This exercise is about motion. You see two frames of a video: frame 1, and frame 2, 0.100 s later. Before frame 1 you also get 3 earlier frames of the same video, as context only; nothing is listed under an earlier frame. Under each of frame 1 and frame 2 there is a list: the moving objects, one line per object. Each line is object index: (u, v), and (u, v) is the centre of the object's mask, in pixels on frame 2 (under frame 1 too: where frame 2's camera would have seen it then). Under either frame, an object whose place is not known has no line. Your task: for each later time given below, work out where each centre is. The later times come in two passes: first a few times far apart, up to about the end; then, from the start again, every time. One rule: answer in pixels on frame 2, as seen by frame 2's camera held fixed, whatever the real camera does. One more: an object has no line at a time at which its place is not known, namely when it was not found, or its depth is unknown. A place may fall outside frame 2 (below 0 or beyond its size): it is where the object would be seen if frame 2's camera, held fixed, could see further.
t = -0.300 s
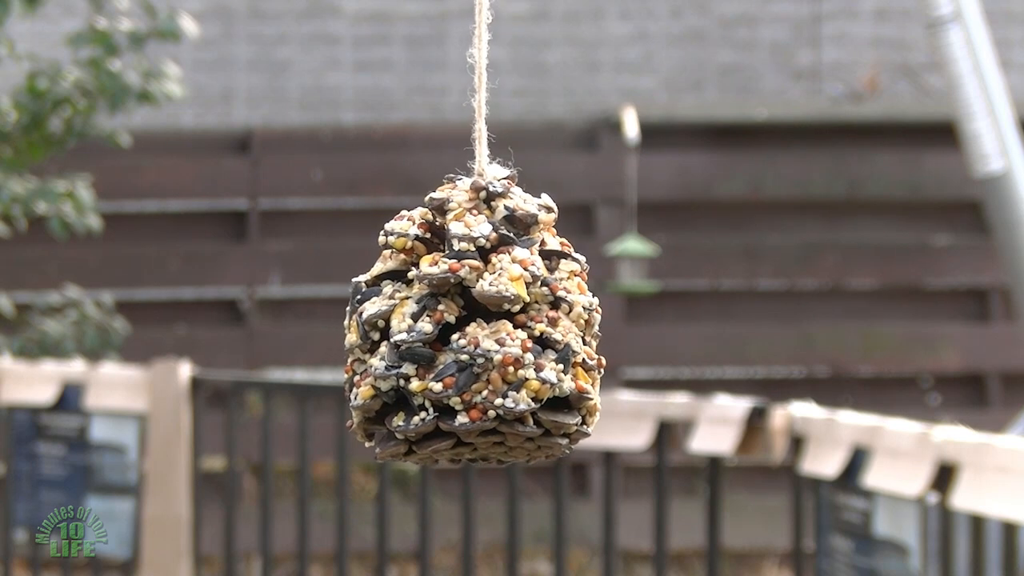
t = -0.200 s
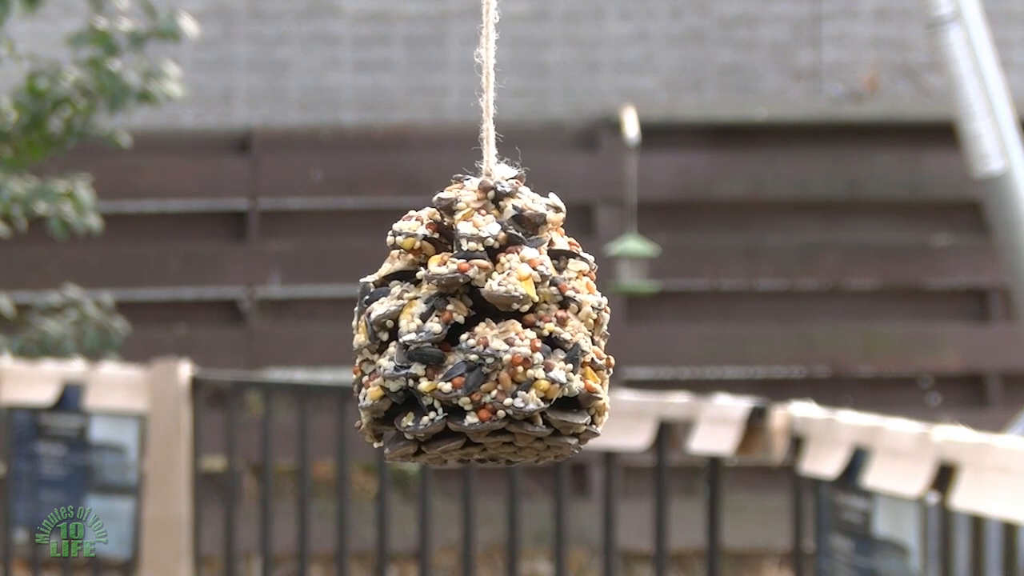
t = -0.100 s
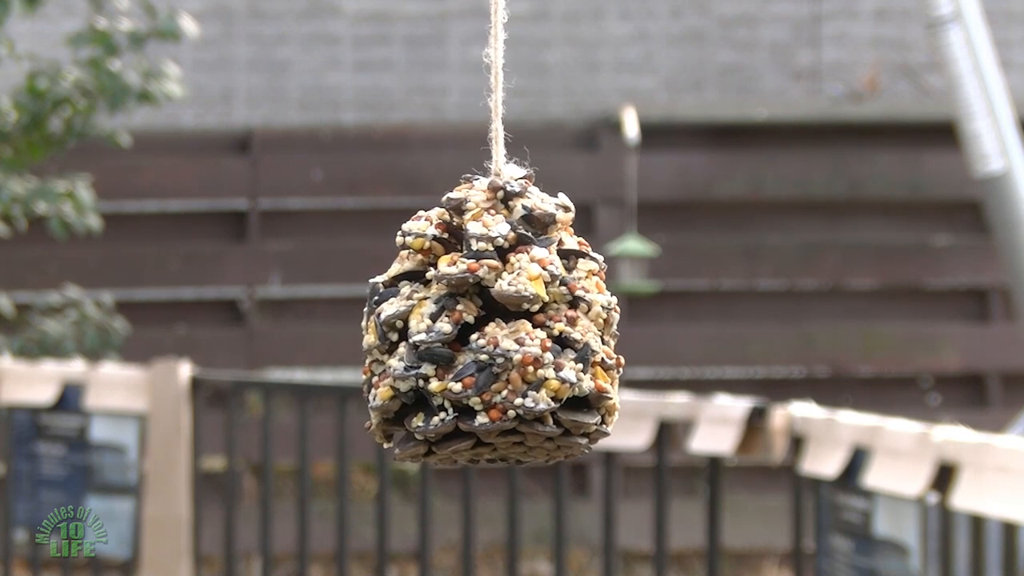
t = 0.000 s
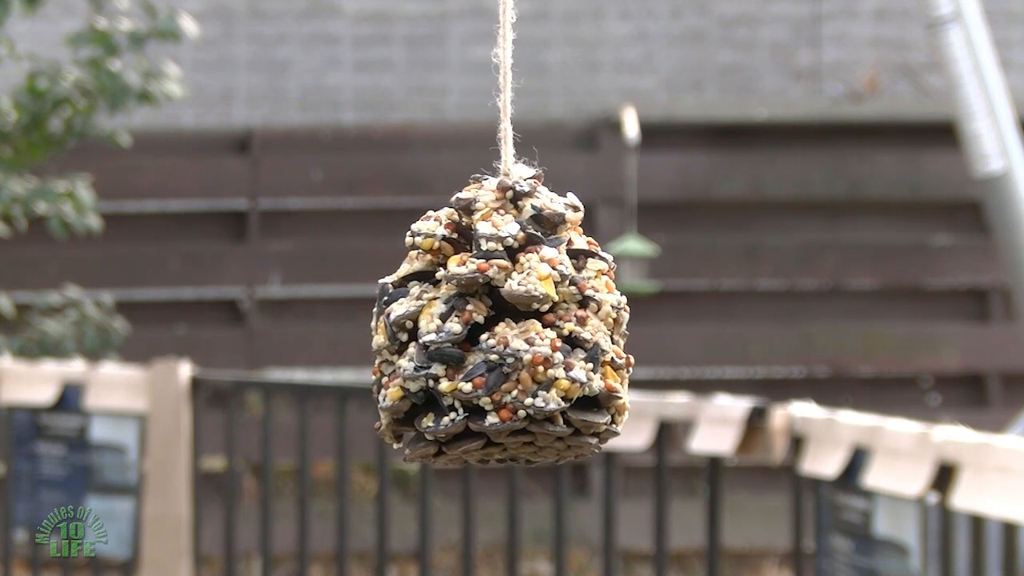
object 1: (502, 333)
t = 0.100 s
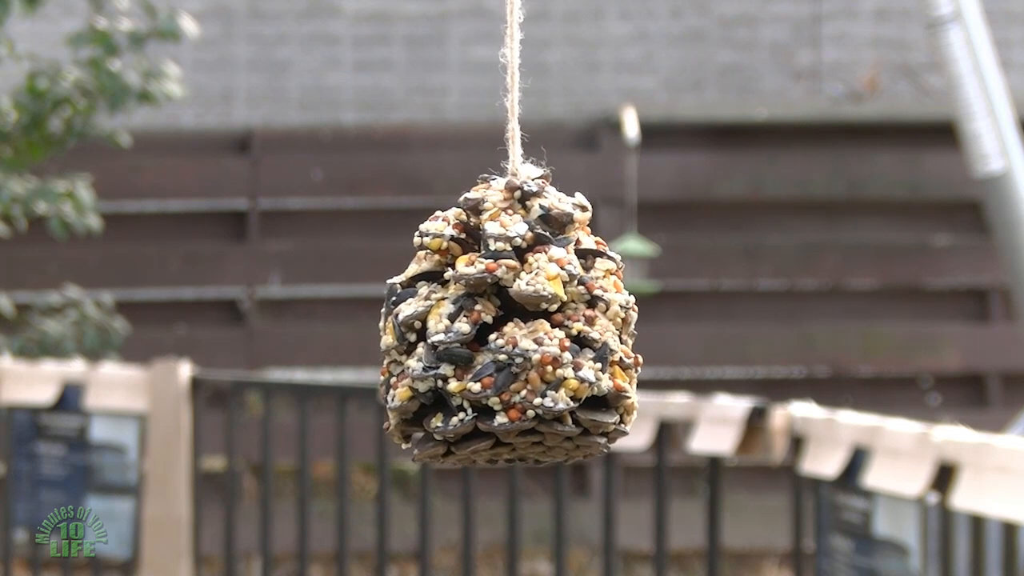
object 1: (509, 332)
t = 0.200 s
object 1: (515, 331)
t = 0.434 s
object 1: (517, 331)
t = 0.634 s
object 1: (506, 331)
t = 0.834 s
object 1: (488, 332)
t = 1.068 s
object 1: (471, 333)
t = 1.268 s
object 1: (465, 333)
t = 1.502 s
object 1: (474, 331)
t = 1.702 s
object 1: (491, 332)
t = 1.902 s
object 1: (509, 331)
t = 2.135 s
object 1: (519, 331)
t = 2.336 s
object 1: (513, 331)
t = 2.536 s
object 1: (499, 332)
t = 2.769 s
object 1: (477, 331)
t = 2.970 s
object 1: (466, 330)
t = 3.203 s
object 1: (470, 332)
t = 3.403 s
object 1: (485, 332)
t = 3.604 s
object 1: (502, 330)
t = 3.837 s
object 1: (518, 330)
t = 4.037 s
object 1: (520, 331)
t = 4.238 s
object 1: (509, 331)
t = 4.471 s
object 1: (488, 330)
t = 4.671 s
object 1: (473, 331)
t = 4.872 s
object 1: (467, 330)
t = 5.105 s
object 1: (477, 331)
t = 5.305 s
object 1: (494, 331)
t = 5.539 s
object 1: (514, 331)
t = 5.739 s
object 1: (520, 330)
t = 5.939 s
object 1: (517, 330)
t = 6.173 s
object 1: (498, 330)
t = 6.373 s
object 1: (480, 329)
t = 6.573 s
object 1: (469, 330)
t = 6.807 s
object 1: (471, 330)
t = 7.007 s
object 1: (483, 328)
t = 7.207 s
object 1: (503, 329)
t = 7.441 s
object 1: (517, 327)
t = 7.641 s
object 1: (519, 327)
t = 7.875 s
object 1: (507, 328)
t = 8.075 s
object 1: (488, 327)
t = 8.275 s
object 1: (474, 328)
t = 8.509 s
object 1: (467, 327)
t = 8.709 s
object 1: (476, 328)
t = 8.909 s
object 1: (492, 327)
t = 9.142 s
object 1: (512, 327)
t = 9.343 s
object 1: (519, 328)
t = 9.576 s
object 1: (513, 327)
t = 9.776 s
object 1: (497, 328)
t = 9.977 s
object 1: (479, 328)
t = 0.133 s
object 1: (511, 331)
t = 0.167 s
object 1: (513, 331)
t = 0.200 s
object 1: (515, 331)
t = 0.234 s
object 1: (518, 333)
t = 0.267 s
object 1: (518, 331)
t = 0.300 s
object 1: (518, 332)
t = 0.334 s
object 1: (519, 331)
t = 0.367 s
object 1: (519, 331)
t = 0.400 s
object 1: (520, 333)
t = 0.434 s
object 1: (517, 331)
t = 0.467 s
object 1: (518, 333)
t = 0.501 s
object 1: (515, 331)
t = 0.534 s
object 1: (513, 331)
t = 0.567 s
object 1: (511, 331)
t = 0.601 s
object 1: (510, 333)
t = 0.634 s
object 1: (506, 331)
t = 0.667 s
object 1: (503, 331)
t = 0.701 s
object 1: (502, 333)
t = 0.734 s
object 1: (499, 333)
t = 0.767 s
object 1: (496, 333)
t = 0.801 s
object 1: (491, 332)
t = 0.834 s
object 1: (488, 332)
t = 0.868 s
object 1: (486, 333)
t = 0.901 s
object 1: (483, 333)
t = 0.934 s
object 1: (479, 332)
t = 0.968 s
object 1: (476, 331)
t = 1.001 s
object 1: (475, 333)
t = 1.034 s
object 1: (473, 333)
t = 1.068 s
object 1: (471, 333)
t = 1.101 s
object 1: (467, 332)
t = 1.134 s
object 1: (467, 333)
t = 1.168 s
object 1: (466, 333)
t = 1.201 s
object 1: (466, 333)
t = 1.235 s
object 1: (464, 331)
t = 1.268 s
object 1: (465, 333)
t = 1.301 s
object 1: (466, 333)
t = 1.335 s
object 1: (467, 333)
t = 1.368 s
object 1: (468, 333)
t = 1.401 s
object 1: (469, 333)
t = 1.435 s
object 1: (471, 333)
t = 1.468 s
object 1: (473, 333)
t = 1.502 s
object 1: (474, 331)
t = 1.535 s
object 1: (478, 333)
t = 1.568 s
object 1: (479, 331)
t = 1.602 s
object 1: (482, 331)
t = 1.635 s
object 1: (487, 334)
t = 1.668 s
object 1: (490, 334)
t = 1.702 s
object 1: (491, 332)
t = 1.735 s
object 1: (496, 333)
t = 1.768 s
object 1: (498, 331)
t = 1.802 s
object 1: (501, 331)
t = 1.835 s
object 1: (504, 331)
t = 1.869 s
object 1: (508, 333)
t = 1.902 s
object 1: (509, 331)
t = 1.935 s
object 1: (512, 331)
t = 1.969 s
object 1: (514, 333)
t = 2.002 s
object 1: (517, 333)
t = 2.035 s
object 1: (517, 331)
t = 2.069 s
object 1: (518, 331)
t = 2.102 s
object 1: (518, 331)
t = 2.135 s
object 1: (519, 331)
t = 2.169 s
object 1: (519, 331)
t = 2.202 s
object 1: (518, 331)
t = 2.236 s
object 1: (517, 331)
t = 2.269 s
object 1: (518, 333)
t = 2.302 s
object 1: (516, 332)
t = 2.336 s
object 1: (513, 331)
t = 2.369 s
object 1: (511, 331)
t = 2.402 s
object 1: (510, 332)
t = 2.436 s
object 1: (506, 331)
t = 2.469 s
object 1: (503, 330)
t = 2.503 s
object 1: (500, 330)
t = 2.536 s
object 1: (499, 332)
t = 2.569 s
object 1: (496, 332)
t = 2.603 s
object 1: (493, 332)
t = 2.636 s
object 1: (488, 331)
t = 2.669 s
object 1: (485, 331)
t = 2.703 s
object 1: (484, 332)
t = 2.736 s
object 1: (481, 332)
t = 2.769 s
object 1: (477, 331)
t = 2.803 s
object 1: (476, 332)
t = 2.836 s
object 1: (473, 332)
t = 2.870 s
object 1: (471, 332)
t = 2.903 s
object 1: (470, 332)
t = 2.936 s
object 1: (467, 330)
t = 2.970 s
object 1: (466, 330)
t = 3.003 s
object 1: (466, 332)
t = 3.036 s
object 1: (466, 332)
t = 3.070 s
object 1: (466, 332)
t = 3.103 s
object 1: (466, 332)
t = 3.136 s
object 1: (467, 331)
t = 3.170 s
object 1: (467, 330)
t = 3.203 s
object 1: (470, 332)
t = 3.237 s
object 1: (472, 332)
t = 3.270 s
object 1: (474, 332)
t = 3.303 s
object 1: (475, 330)
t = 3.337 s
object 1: (477, 330)
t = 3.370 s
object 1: (482, 332)
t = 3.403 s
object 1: (485, 332)
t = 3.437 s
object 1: (486, 330)
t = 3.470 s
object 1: (491, 332)
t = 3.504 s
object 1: (494, 332)
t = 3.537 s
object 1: (497, 332)
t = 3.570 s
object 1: (499, 330)
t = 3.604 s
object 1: (502, 330)
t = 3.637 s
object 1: (506, 332)
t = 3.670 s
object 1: (509, 332)
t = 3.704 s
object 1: (510, 330)
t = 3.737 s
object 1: (512, 330)
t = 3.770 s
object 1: (516, 331)
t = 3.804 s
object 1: (518, 331)
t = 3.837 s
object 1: (518, 330)
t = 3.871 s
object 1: (520, 331)
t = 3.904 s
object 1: (520, 330)
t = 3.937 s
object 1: (520, 330)
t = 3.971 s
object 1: (520, 330)
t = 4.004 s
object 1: (520, 329)
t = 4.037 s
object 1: (520, 331)
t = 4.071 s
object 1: (518, 329)
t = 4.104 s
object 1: (518, 331)
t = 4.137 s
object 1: (516, 331)
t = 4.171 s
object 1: (513, 329)
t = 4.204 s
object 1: (512, 331)
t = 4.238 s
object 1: (509, 331)
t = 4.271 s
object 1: (505, 329)
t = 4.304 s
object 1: (502, 329)
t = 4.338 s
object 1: (499, 329)
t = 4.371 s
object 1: (498, 331)
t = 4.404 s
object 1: (495, 330)
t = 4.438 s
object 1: (491, 331)
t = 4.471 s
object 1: (488, 330)
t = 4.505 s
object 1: (485, 331)
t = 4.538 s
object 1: (483, 331)
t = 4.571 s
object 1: (480, 331)
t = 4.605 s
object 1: (477, 330)
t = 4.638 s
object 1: (475, 331)
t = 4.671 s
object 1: (473, 331)
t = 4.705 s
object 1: (471, 329)
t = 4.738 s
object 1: (470, 331)
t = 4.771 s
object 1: (468, 330)
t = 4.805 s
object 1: (467, 330)
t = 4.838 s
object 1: (468, 331)
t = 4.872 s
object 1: (467, 330)
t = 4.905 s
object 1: (468, 331)
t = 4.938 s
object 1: (468, 331)
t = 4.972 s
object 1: (469, 331)
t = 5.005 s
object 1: (471, 331)
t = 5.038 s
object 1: (472, 331)
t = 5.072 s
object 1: (473, 330)
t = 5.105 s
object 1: (477, 331)
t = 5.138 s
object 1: (479, 331)
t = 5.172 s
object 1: (482, 331)
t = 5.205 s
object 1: (483, 330)
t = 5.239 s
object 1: (488, 331)
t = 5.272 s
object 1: (491, 332)
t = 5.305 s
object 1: (494, 331)
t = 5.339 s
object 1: (496, 330)
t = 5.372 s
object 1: (499, 331)
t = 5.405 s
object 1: (503, 331)
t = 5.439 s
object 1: (506, 330)
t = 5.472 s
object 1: (508, 330)
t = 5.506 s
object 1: (511, 332)
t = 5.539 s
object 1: (514, 331)
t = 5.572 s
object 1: (515, 330)
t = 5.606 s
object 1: (517, 329)
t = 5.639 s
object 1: (519, 331)
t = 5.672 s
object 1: (519, 330)
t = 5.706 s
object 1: (521, 331)
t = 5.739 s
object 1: (520, 330)
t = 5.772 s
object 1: (520, 330)
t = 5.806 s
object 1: (520, 330)
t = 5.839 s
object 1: (519, 329)
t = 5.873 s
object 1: (519, 331)
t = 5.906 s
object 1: (518, 331)
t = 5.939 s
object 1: (517, 330)
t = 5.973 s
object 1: (513, 329)
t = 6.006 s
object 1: (512, 331)
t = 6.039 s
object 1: (508, 329)
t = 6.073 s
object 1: (506, 329)
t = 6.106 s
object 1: (504, 330)
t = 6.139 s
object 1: (500, 329)
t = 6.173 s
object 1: (498, 330)
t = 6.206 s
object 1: (494, 329)
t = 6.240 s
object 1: (492, 330)
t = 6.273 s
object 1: (489, 330)
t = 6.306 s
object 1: (486, 330)
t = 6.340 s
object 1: (482, 329)
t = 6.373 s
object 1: (480, 329)
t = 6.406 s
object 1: (478, 330)
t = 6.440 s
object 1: (476, 330)
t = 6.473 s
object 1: (474, 330)
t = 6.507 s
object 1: (471, 329)
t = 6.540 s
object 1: (470, 330)
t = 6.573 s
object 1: (469, 330)
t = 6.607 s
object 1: (468, 330)
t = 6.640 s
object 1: (467, 329)
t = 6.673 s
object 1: (468, 330)
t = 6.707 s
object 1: (468, 330)
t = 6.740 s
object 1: (469, 330)
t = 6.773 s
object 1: (470, 330)
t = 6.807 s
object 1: (471, 330)
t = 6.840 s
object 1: (472, 330)
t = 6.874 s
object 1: (473, 329)
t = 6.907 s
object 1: (476, 329)
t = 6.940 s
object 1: (479, 330)
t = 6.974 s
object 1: (482, 330)
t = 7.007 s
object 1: (483, 328)
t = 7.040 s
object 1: (488, 330)
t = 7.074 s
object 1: (491, 330)
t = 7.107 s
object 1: (492, 328)
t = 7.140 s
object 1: (495, 328)
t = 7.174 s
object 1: (500, 329)
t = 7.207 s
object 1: (503, 329)
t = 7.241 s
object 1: (504, 328)
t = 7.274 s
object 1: (507, 328)
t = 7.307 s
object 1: (510, 328)
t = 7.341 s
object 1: (513, 329)
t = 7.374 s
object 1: (515, 329)
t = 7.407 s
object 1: (516, 328)
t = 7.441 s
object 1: (517, 327)
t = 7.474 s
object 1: (520, 329)
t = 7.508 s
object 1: (519, 328)
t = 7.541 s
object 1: (520, 327)
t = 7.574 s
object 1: (520, 327)
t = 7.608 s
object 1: (521, 328)
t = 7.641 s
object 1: (519, 327)
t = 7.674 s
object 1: (520, 328)
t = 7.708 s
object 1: (517, 327)
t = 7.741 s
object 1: (517, 328)
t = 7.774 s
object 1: (514, 328)
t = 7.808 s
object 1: (511, 327)
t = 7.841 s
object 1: (509, 327)
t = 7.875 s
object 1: (507, 328)
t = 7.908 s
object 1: (503, 327)
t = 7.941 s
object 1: (500, 327)
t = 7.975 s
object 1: (497, 327)
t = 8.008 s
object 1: (496, 328)
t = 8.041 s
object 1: (492, 328)
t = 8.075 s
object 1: (488, 327)
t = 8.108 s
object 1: (485, 327)
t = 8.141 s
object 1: (483, 328)
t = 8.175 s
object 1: (480, 328)
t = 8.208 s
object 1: (477, 327)
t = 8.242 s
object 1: (474, 327)
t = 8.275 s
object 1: (474, 328)
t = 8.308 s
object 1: (471, 327)
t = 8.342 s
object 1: (471, 328)
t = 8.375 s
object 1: (468, 327)
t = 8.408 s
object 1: (467, 327)
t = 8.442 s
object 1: (467, 327)
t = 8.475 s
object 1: (468, 328)
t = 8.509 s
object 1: (467, 327)
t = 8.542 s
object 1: (467, 327)
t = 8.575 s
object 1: (469, 328)
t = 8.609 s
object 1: (471, 328)
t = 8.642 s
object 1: (471, 327)
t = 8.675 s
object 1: (473, 327)
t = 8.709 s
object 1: (476, 328)
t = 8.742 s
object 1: (479, 328)
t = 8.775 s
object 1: (480, 327)
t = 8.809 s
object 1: (483, 327)
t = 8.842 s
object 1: (486, 328)
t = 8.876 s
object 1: (490, 328)
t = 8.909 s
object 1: (492, 327)
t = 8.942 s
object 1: (495, 327)
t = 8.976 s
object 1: (498, 327)
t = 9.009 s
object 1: (502, 329)
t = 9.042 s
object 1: (505, 328)
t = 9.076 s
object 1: (507, 327)
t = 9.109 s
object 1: (509, 327)
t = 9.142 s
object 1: (512, 327)
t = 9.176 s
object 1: (515, 329)
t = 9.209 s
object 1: (515, 327)
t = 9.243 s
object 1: (517, 327)
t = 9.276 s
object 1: (519, 329)
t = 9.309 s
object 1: (519, 328)
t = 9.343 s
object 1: (519, 328)
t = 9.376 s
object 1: (519, 328)
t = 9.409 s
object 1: (520, 329)
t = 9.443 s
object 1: (519, 328)
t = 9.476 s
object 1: (517, 327)
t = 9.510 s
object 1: (516, 328)
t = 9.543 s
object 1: (514, 327)
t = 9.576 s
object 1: (513, 327)
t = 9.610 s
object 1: (511, 328)
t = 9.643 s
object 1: (509, 328)
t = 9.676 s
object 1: (505, 327)
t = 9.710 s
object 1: (503, 328)
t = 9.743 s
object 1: (500, 327)
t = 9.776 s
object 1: (497, 328)
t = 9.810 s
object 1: (494, 328)
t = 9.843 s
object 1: (491, 329)
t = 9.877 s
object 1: (487, 328)
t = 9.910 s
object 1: (484, 327)
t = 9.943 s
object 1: (483, 328)
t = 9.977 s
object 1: (479, 328)
